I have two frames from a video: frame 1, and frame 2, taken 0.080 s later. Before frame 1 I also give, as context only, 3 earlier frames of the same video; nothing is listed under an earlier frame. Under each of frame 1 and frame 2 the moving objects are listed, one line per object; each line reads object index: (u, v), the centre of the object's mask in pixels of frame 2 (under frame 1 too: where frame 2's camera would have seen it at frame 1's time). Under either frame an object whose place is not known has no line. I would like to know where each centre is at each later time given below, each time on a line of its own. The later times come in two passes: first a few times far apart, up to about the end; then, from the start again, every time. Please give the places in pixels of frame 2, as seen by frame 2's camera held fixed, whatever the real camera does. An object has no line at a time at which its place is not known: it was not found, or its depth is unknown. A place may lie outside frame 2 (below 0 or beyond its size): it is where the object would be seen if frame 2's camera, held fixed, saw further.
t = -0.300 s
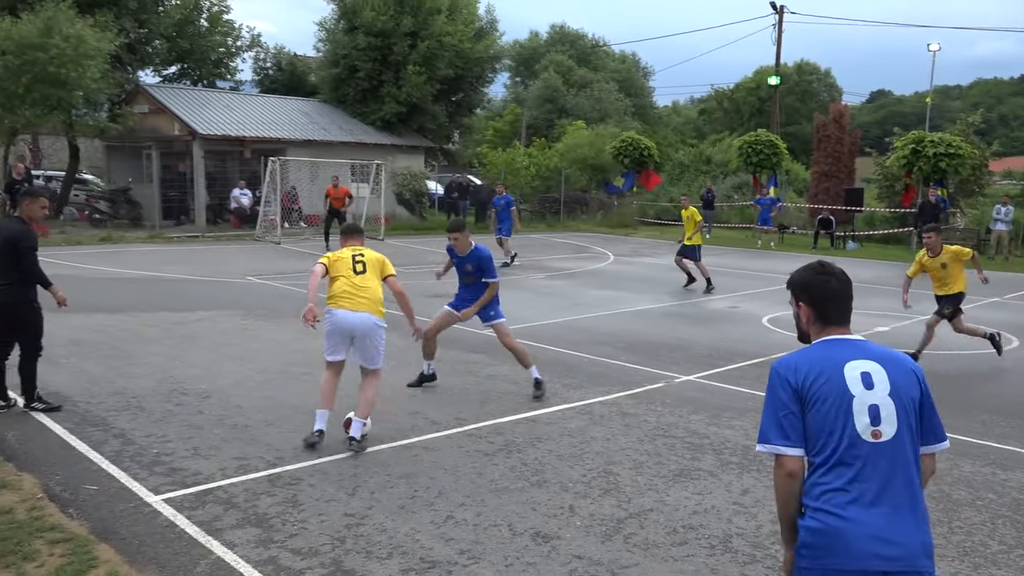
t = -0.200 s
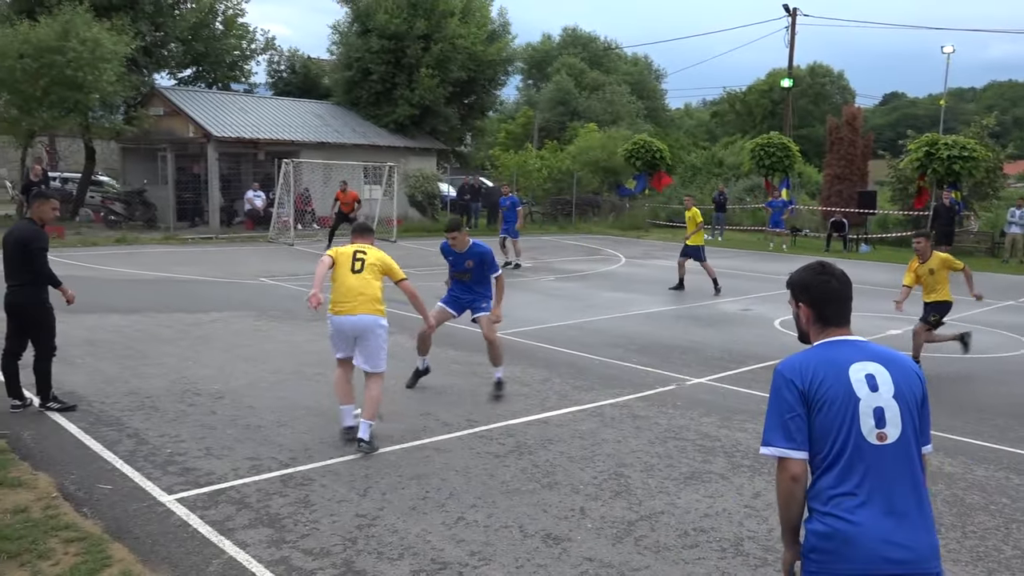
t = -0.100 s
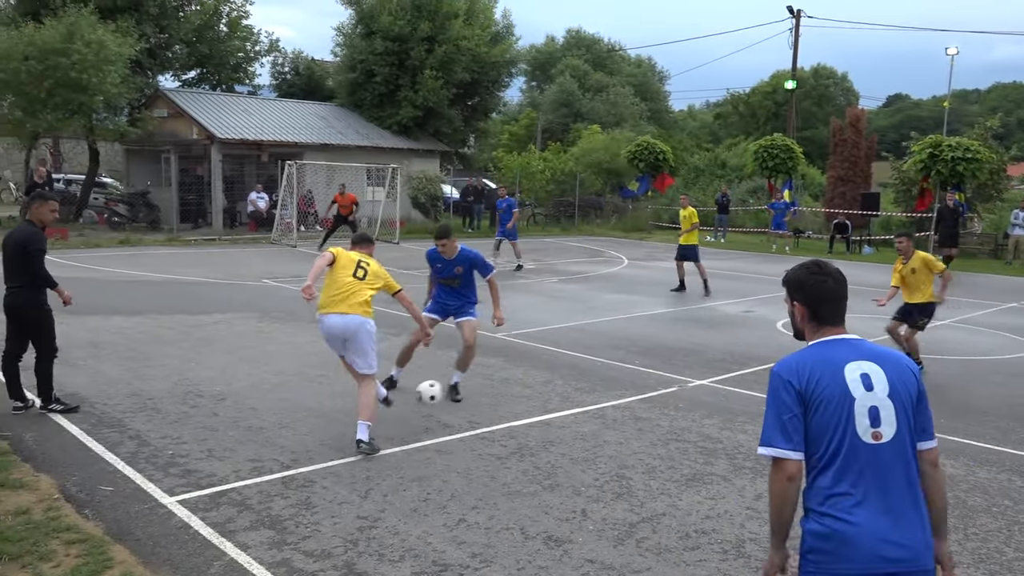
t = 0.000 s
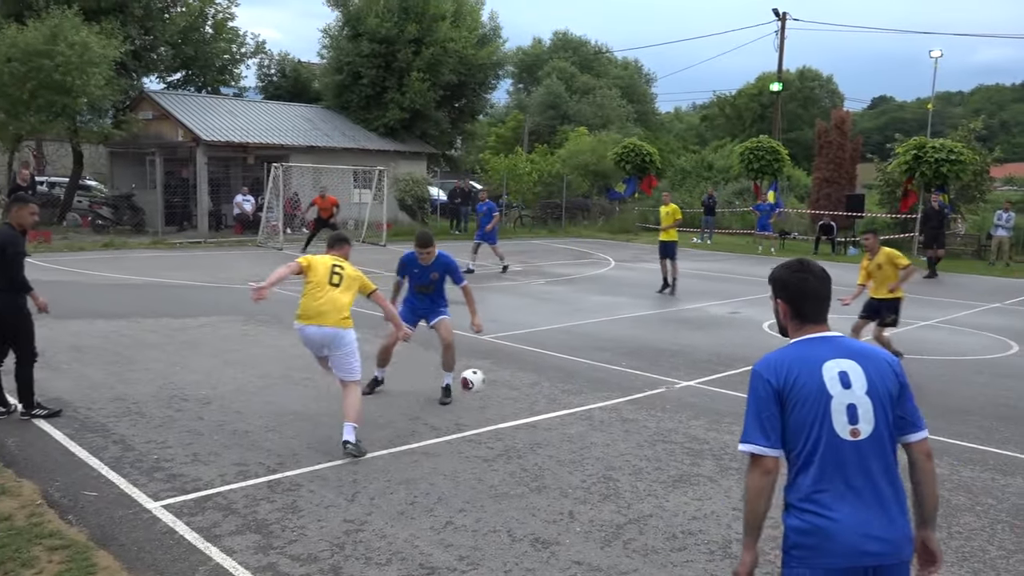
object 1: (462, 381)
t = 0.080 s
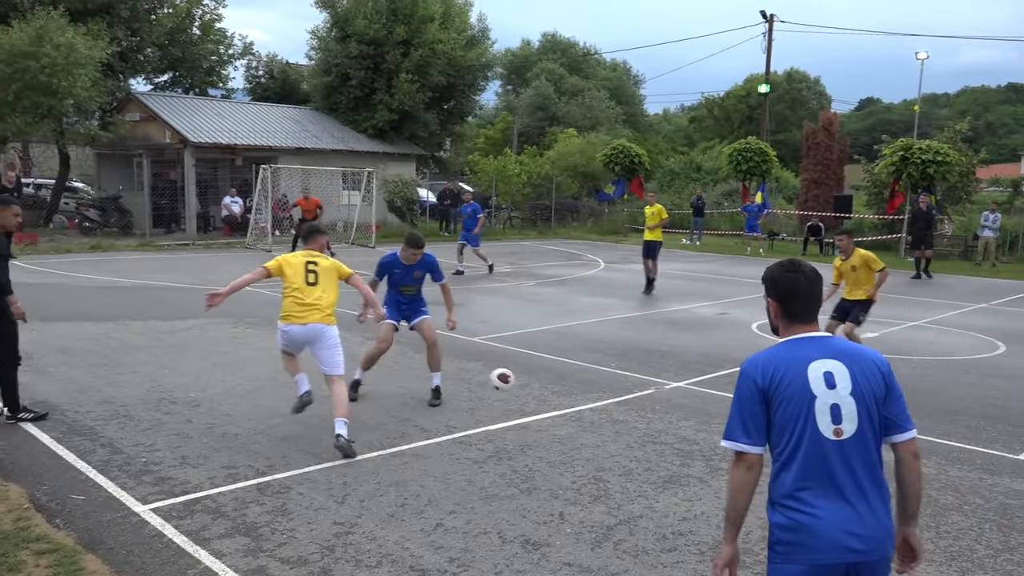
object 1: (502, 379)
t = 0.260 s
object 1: (572, 379)
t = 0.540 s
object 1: (641, 367)
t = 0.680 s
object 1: (667, 365)
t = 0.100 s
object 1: (511, 378)
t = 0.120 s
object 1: (519, 380)
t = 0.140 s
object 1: (529, 381)
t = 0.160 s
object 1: (537, 383)
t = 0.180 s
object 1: (546, 386)
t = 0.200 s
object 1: (555, 387)
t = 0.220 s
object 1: (562, 385)
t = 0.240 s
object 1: (567, 381)
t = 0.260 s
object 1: (572, 379)
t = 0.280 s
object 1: (577, 376)
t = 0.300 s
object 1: (583, 374)
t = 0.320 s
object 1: (588, 373)
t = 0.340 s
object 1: (594, 371)
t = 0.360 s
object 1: (599, 370)
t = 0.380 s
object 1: (604, 370)
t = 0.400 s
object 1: (609, 370)
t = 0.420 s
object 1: (614, 371)
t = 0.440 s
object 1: (619, 372)
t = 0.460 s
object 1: (624, 374)
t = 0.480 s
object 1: (628, 374)
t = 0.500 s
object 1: (633, 372)
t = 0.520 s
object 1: (636, 369)
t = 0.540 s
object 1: (641, 367)
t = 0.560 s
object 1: (645, 367)
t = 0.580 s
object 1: (648, 366)
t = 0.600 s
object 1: (652, 366)
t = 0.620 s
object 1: (656, 366)
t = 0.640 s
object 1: (660, 368)
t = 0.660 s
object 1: (663, 367)
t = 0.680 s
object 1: (667, 365)
